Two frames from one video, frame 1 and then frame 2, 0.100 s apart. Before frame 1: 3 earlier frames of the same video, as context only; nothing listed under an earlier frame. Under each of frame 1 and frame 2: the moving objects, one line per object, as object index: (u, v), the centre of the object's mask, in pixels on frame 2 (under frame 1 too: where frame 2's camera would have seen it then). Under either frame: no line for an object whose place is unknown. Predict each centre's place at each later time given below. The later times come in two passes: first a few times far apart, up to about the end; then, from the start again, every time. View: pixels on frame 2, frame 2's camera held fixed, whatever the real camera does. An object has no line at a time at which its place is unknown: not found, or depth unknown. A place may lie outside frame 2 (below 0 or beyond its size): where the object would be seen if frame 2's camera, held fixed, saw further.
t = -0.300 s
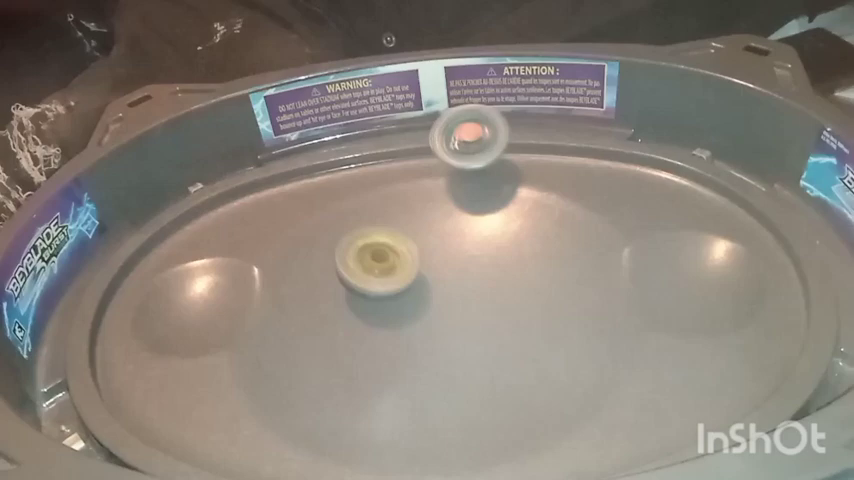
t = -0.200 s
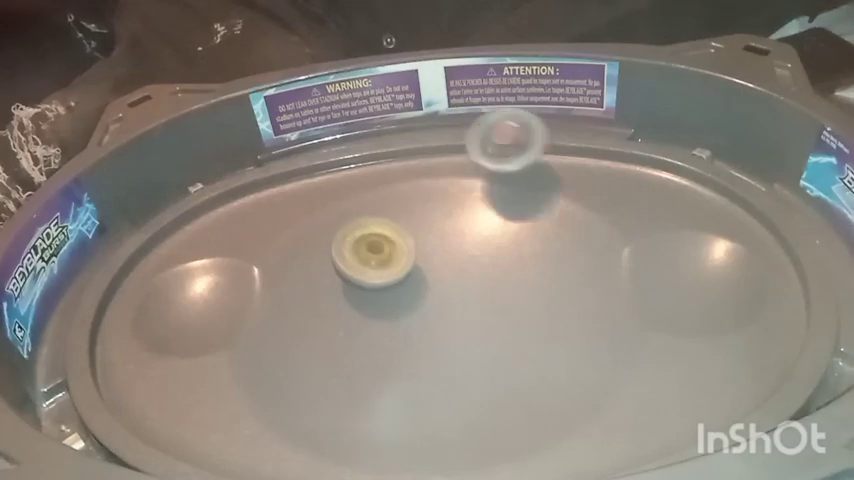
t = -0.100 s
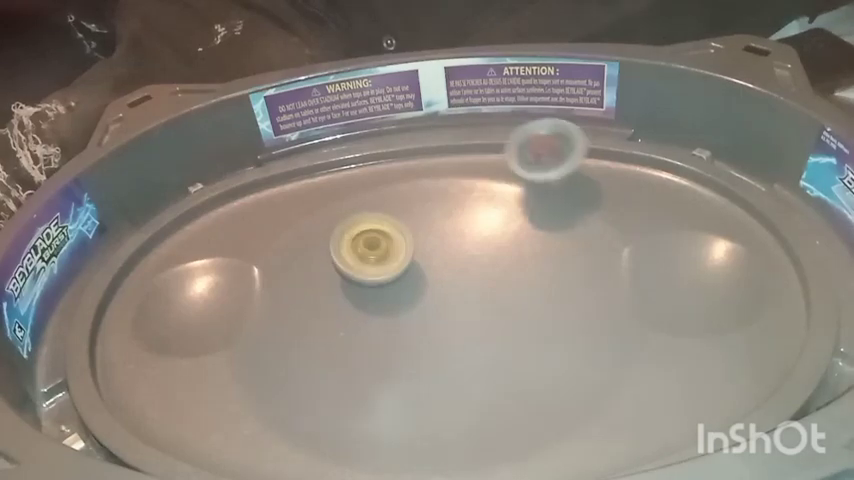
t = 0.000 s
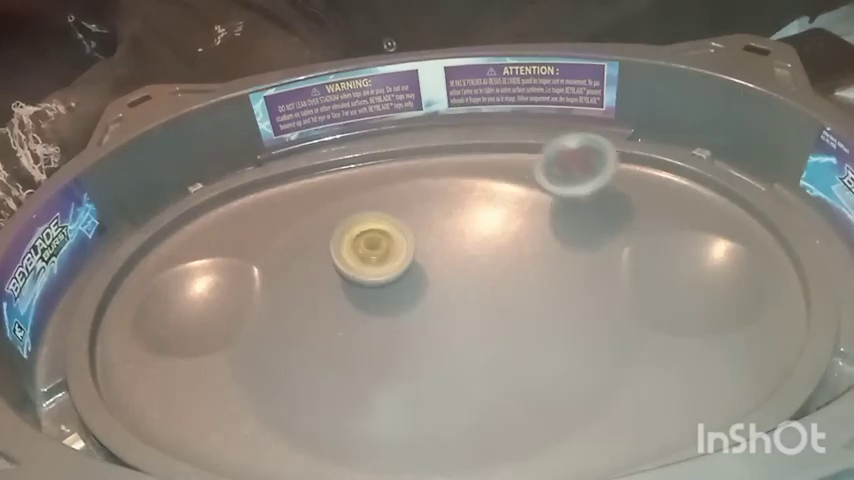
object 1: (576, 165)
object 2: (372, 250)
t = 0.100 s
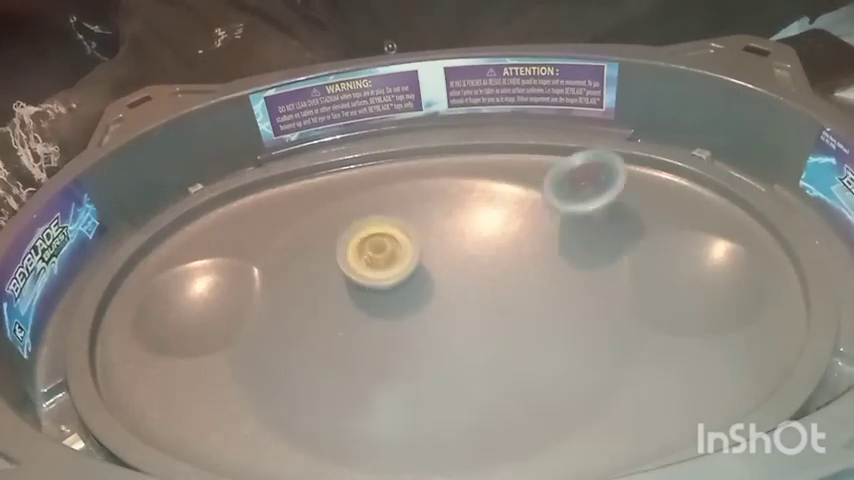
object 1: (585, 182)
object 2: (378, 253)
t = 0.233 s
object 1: (533, 207)
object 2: (390, 263)
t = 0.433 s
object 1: (528, 231)
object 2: (324, 314)
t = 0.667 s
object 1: (456, 271)
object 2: (371, 374)
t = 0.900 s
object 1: (369, 296)
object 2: (441, 342)
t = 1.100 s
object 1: (321, 297)
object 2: (431, 258)
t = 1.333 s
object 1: (324, 285)
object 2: (339, 217)
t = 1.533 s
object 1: (378, 288)
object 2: (315, 242)
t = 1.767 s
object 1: (483, 283)
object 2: (392, 304)
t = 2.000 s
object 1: (562, 247)
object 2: (490, 297)
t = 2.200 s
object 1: (597, 254)
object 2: (494, 239)
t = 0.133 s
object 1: (580, 187)
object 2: (380, 255)
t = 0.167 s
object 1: (568, 193)
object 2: (383, 257)
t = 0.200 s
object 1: (552, 199)
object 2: (387, 260)
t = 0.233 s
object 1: (533, 207)
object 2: (390, 263)
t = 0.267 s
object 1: (507, 218)
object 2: (394, 268)
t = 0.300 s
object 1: (485, 228)
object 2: (399, 272)
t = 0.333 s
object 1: (501, 227)
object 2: (376, 280)
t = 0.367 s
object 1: (521, 222)
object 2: (348, 290)
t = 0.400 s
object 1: (528, 225)
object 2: (332, 300)
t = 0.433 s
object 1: (528, 231)
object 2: (324, 314)
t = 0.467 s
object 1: (520, 240)
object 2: (321, 329)
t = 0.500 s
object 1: (507, 249)
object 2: (323, 343)
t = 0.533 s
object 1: (494, 256)
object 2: (330, 355)
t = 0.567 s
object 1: (484, 260)
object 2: (340, 364)
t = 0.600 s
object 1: (476, 264)
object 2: (350, 369)
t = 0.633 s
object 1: (467, 267)
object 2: (360, 372)
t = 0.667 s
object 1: (456, 271)
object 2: (371, 374)
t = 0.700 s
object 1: (444, 277)
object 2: (381, 374)
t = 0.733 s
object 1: (431, 280)
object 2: (393, 373)
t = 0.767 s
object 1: (418, 284)
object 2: (404, 370)
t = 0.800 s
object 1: (404, 288)
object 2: (414, 366)
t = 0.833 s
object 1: (390, 291)
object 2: (424, 360)
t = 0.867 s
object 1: (380, 293)
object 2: (433, 353)
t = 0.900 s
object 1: (369, 296)
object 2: (441, 342)
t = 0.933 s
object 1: (358, 297)
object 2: (449, 329)
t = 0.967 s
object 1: (348, 297)
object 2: (453, 315)
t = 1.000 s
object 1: (338, 297)
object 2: (453, 300)
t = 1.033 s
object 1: (331, 298)
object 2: (450, 288)
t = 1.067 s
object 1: (325, 298)
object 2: (441, 274)
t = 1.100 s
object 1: (321, 297)
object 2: (431, 258)
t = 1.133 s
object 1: (318, 297)
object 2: (417, 244)
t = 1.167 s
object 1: (315, 296)
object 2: (404, 232)
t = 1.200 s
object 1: (314, 295)
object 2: (389, 223)
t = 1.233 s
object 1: (314, 293)
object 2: (374, 217)
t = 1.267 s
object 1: (316, 290)
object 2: (361, 214)
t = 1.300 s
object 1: (319, 288)
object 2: (347, 214)
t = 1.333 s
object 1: (324, 285)
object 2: (339, 217)
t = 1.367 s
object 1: (329, 283)
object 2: (332, 217)
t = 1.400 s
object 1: (335, 281)
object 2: (326, 219)
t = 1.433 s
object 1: (342, 278)
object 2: (320, 221)
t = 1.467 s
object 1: (349, 274)
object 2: (314, 225)
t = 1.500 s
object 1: (361, 279)
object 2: (312, 233)
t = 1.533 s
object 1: (378, 288)
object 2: (315, 242)
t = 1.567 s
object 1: (396, 293)
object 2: (318, 250)
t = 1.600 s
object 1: (412, 294)
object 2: (322, 258)
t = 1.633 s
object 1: (428, 293)
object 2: (331, 270)
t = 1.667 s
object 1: (442, 291)
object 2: (342, 280)
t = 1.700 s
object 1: (455, 289)
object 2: (356, 290)
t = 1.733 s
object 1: (468, 286)
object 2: (373, 297)
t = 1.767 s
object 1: (483, 283)
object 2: (392, 304)
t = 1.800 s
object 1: (503, 278)
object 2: (409, 309)
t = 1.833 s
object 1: (517, 272)
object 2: (426, 310)
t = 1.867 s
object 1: (527, 267)
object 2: (442, 311)
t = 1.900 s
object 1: (538, 262)
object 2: (457, 310)
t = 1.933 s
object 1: (549, 258)
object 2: (471, 307)
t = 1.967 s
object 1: (558, 252)
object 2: (482, 302)
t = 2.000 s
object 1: (562, 247)
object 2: (490, 297)
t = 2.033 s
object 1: (564, 242)
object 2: (495, 292)
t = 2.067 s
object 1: (566, 241)
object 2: (499, 286)
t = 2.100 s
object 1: (566, 242)
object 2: (501, 274)
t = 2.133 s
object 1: (578, 247)
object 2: (500, 261)
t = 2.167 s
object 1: (590, 252)
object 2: (498, 249)
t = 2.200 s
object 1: (597, 254)
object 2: (494, 239)
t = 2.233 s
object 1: (602, 255)
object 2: (491, 231)
